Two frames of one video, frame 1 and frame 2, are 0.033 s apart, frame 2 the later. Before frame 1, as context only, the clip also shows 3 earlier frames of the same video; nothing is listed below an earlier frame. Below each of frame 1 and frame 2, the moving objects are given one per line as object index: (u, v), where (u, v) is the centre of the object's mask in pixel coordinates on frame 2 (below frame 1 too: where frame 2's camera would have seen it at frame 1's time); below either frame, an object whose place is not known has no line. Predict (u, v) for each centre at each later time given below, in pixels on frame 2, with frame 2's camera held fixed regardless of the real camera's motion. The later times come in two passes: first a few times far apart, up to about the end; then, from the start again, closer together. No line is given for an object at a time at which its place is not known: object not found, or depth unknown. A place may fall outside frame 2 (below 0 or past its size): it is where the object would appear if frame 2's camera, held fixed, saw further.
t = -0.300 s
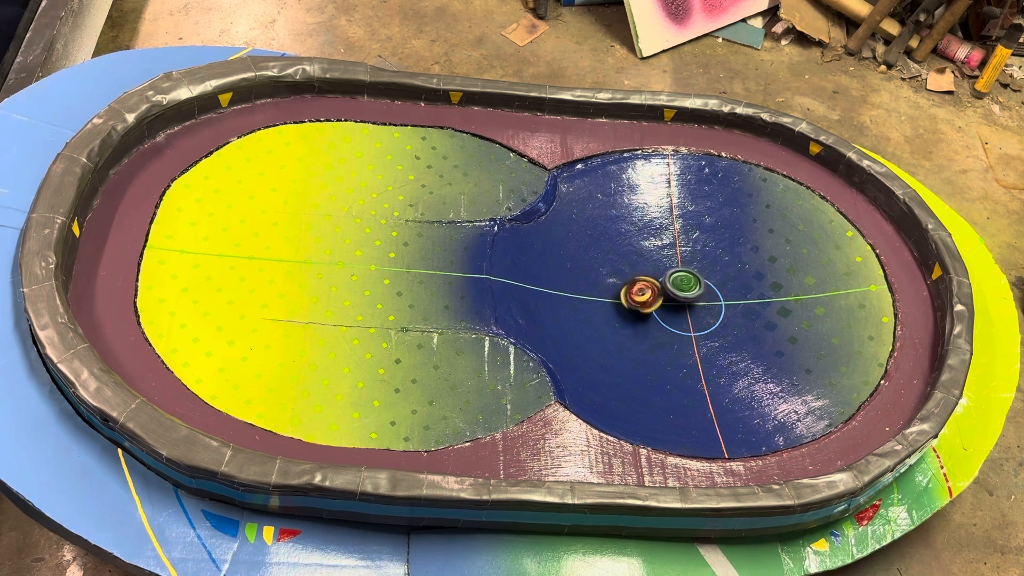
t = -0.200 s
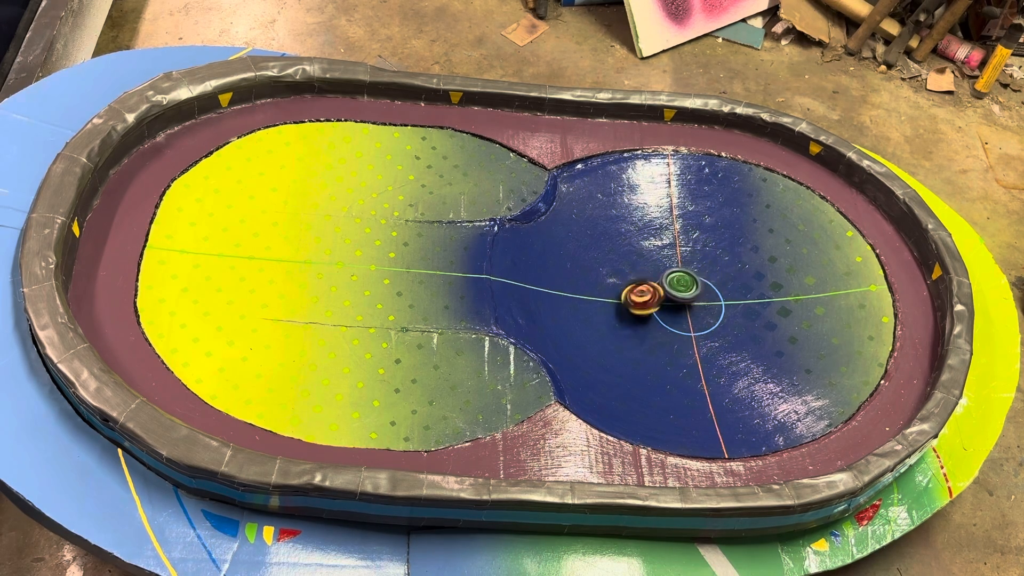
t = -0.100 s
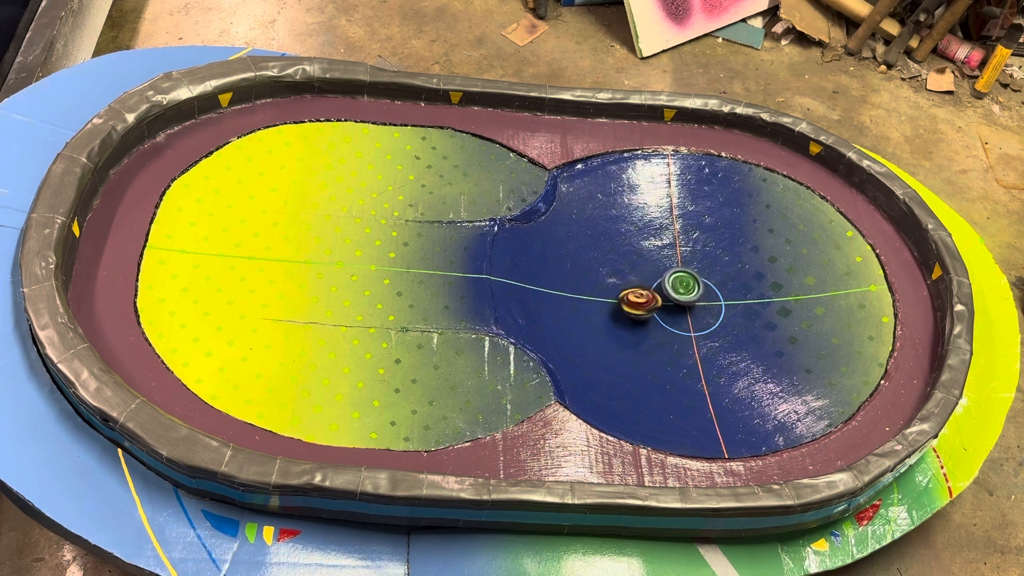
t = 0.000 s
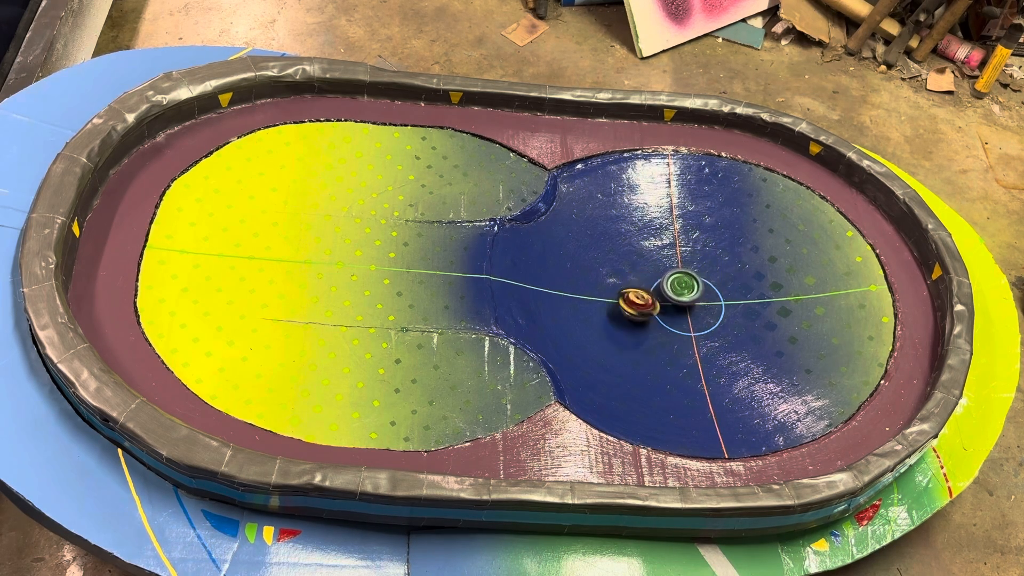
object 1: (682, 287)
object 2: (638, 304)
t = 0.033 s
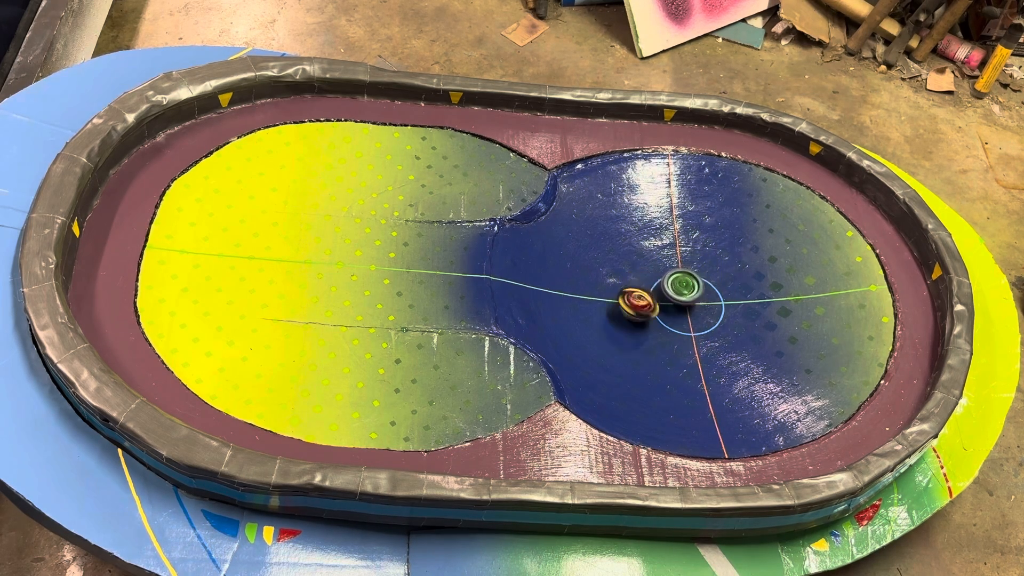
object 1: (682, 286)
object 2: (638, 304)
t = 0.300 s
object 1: (687, 290)
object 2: (644, 304)
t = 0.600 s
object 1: (699, 286)
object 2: (653, 313)
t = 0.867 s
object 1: (698, 284)
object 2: (652, 316)
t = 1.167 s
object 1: (690, 286)
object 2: (667, 316)
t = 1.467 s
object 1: (684, 285)
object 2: (680, 326)
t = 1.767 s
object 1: (681, 286)
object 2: (684, 324)
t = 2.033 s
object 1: (686, 286)
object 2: (687, 324)
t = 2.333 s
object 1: (687, 285)
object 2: (678, 325)
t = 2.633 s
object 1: (703, 268)
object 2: (678, 337)
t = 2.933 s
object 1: (693, 271)
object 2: (684, 334)
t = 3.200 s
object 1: (674, 287)
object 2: (692, 327)
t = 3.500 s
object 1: (671, 285)
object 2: (700, 337)
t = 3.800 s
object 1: (675, 287)
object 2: (689, 322)
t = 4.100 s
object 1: (676, 284)
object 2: (698, 315)
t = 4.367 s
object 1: (675, 283)
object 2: (698, 313)
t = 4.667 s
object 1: (675, 283)
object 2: (698, 313)
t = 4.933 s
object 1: (675, 282)
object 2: (698, 313)
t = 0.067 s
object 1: (683, 286)
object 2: (638, 304)
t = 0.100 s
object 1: (684, 287)
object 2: (638, 304)
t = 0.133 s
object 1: (684, 288)
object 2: (638, 304)
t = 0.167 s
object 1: (685, 288)
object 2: (638, 303)
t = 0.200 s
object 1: (685, 288)
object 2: (639, 303)
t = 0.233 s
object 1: (686, 288)
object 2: (640, 303)
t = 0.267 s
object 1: (687, 290)
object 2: (642, 303)
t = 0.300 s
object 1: (687, 290)
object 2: (644, 304)
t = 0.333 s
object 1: (688, 289)
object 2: (645, 304)
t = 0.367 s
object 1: (689, 290)
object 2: (647, 304)
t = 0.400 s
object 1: (688, 290)
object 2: (650, 305)
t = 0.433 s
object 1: (687, 289)
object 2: (652, 305)
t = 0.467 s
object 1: (687, 288)
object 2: (654, 306)
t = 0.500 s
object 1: (688, 287)
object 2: (655, 307)
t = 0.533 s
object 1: (692, 287)
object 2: (654, 309)
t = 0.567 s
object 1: (696, 286)
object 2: (654, 311)
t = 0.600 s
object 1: (699, 286)
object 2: (653, 313)
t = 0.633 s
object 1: (700, 285)
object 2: (653, 315)
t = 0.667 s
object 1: (700, 285)
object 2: (653, 316)
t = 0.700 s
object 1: (700, 285)
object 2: (651, 317)
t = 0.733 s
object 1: (700, 284)
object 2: (651, 317)
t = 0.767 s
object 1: (700, 284)
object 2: (651, 317)
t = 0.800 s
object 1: (699, 284)
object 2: (652, 316)
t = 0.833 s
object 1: (699, 283)
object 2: (651, 316)
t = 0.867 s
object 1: (698, 284)
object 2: (652, 316)
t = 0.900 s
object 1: (698, 284)
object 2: (654, 316)
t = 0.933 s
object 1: (697, 284)
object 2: (654, 316)
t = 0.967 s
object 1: (696, 284)
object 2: (656, 315)
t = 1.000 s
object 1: (695, 285)
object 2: (657, 316)
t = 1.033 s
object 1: (694, 285)
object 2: (658, 315)
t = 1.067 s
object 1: (693, 285)
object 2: (660, 315)
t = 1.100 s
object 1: (692, 286)
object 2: (663, 315)
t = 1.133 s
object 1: (691, 286)
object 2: (665, 316)
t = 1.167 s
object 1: (690, 286)
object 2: (667, 316)
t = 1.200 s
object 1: (690, 287)
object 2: (670, 318)
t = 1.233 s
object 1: (689, 287)
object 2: (673, 318)
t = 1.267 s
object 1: (688, 287)
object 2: (675, 320)
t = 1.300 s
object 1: (687, 286)
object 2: (677, 321)
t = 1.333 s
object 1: (686, 286)
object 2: (679, 321)
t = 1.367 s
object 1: (685, 286)
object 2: (681, 323)
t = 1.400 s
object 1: (685, 285)
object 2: (681, 324)
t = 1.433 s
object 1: (685, 285)
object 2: (681, 326)
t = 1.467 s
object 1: (684, 285)
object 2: (680, 326)
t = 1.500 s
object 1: (683, 285)
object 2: (680, 327)
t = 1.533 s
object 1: (682, 285)
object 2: (681, 327)
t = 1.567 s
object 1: (682, 285)
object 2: (681, 327)
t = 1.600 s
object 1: (682, 285)
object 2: (681, 327)
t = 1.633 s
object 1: (681, 285)
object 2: (682, 326)
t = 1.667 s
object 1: (681, 285)
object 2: (682, 325)
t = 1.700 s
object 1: (681, 285)
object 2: (682, 326)
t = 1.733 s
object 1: (681, 286)
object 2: (683, 324)
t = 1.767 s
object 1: (681, 286)
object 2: (684, 324)
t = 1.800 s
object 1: (681, 285)
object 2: (684, 323)
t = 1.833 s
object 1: (681, 285)
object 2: (685, 322)
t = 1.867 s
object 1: (682, 285)
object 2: (684, 323)
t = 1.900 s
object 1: (684, 285)
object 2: (687, 322)
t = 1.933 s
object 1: (684, 286)
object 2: (688, 323)
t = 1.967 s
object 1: (685, 286)
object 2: (688, 322)
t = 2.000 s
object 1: (685, 286)
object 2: (688, 323)
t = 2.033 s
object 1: (686, 286)
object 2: (687, 324)
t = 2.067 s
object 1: (688, 285)
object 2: (685, 326)
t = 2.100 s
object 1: (688, 285)
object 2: (684, 327)
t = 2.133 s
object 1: (687, 284)
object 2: (682, 329)
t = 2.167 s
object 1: (686, 284)
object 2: (681, 330)
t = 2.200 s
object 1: (686, 283)
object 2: (680, 329)
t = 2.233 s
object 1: (686, 283)
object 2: (679, 329)
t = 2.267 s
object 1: (687, 284)
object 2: (678, 329)
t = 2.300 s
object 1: (687, 285)
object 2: (679, 327)
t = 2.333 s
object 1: (687, 285)
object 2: (678, 325)
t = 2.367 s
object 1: (686, 285)
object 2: (678, 324)
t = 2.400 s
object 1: (686, 286)
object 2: (679, 323)
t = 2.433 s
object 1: (686, 285)
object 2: (681, 320)
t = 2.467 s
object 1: (686, 284)
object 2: (682, 319)
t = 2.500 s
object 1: (689, 283)
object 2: (678, 323)
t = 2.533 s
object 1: (694, 277)
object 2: (677, 326)
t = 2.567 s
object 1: (698, 273)
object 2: (681, 331)
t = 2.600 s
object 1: (701, 271)
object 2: (679, 335)
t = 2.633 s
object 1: (703, 268)
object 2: (678, 337)
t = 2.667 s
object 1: (705, 266)
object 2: (681, 338)
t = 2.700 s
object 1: (705, 266)
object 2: (682, 338)
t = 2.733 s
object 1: (705, 267)
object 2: (681, 339)
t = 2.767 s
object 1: (703, 267)
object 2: (681, 339)
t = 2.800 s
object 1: (700, 267)
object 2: (680, 338)
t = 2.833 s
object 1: (698, 268)
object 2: (680, 338)
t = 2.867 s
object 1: (697, 268)
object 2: (681, 337)
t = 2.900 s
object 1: (695, 269)
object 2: (681, 335)
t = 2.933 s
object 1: (693, 271)
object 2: (684, 334)
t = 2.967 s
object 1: (692, 273)
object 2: (685, 330)
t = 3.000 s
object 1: (689, 275)
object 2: (685, 328)
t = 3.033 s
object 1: (687, 278)
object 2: (685, 325)
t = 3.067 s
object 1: (685, 281)
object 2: (688, 324)
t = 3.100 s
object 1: (681, 282)
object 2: (689, 323)
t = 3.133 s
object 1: (678, 286)
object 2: (690, 321)
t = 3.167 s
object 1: (676, 288)
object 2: (693, 322)
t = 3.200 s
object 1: (674, 287)
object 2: (692, 327)
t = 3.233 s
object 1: (672, 287)
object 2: (692, 330)
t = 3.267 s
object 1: (672, 285)
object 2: (697, 330)
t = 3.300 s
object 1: (671, 284)
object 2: (701, 332)
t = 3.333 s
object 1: (669, 283)
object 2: (703, 333)
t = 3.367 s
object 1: (669, 283)
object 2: (703, 335)
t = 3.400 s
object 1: (670, 283)
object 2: (702, 336)
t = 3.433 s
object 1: (670, 283)
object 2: (701, 337)
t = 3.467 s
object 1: (671, 284)
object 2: (701, 337)
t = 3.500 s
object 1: (671, 285)
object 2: (700, 337)
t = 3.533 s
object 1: (672, 285)
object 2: (698, 337)
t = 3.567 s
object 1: (672, 286)
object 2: (696, 336)
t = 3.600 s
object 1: (672, 287)
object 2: (694, 335)
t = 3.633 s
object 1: (672, 287)
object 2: (693, 333)
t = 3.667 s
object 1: (672, 287)
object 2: (691, 330)
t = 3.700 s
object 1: (672, 288)
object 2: (689, 328)
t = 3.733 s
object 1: (674, 288)
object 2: (688, 325)
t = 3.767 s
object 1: (674, 287)
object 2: (689, 323)
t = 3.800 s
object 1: (675, 287)
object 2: (689, 322)
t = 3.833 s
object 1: (675, 286)
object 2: (690, 322)
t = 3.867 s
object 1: (676, 286)
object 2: (691, 321)
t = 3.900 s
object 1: (677, 286)
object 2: (692, 320)
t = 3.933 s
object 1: (677, 286)
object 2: (693, 319)
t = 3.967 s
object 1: (677, 285)
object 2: (694, 318)
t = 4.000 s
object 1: (677, 285)
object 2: (695, 317)
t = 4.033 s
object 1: (677, 285)
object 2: (696, 316)
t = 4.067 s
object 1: (676, 285)
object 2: (697, 316)
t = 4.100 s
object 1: (676, 284)
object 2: (698, 315)
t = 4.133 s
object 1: (676, 283)
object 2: (698, 314)
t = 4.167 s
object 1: (675, 283)
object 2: (698, 314)
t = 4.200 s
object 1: (675, 283)
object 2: (698, 313)
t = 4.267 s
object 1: (675, 283)
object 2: (698, 313)
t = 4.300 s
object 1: (675, 283)
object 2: (698, 313)
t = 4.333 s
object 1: (675, 283)
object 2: (698, 313)
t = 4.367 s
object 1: (675, 283)
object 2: (698, 313)
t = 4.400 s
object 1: (675, 283)
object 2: (698, 313)
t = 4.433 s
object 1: (675, 283)
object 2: (698, 313)
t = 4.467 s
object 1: (675, 283)
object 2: (698, 313)
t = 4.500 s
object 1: (675, 283)
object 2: (698, 313)
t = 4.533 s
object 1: (675, 283)
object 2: (698, 313)
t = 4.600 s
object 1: (675, 283)
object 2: (698, 313)
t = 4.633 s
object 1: (675, 283)
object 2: (698, 313)
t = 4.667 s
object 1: (675, 283)
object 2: (698, 313)
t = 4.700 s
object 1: (675, 283)
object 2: (698, 313)
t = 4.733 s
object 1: (675, 283)
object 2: (698, 313)
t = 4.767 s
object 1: (675, 282)
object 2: (698, 313)
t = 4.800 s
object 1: (675, 282)
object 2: (698, 313)
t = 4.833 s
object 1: (675, 282)
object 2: (698, 313)
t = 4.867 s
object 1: (675, 282)
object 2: (698, 313)
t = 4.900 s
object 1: (675, 282)
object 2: (698, 313)
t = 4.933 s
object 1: (675, 282)
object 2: (698, 313)
